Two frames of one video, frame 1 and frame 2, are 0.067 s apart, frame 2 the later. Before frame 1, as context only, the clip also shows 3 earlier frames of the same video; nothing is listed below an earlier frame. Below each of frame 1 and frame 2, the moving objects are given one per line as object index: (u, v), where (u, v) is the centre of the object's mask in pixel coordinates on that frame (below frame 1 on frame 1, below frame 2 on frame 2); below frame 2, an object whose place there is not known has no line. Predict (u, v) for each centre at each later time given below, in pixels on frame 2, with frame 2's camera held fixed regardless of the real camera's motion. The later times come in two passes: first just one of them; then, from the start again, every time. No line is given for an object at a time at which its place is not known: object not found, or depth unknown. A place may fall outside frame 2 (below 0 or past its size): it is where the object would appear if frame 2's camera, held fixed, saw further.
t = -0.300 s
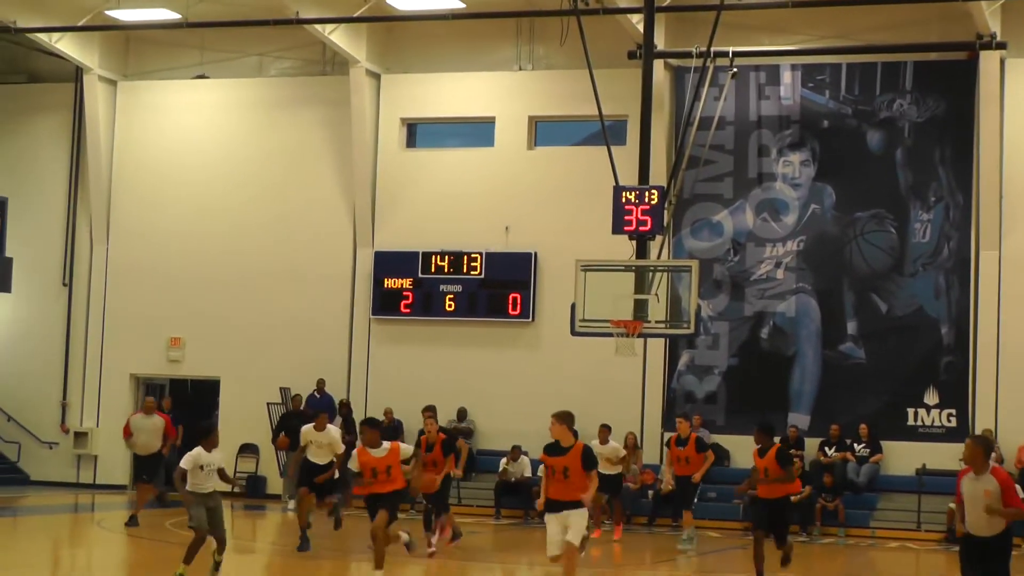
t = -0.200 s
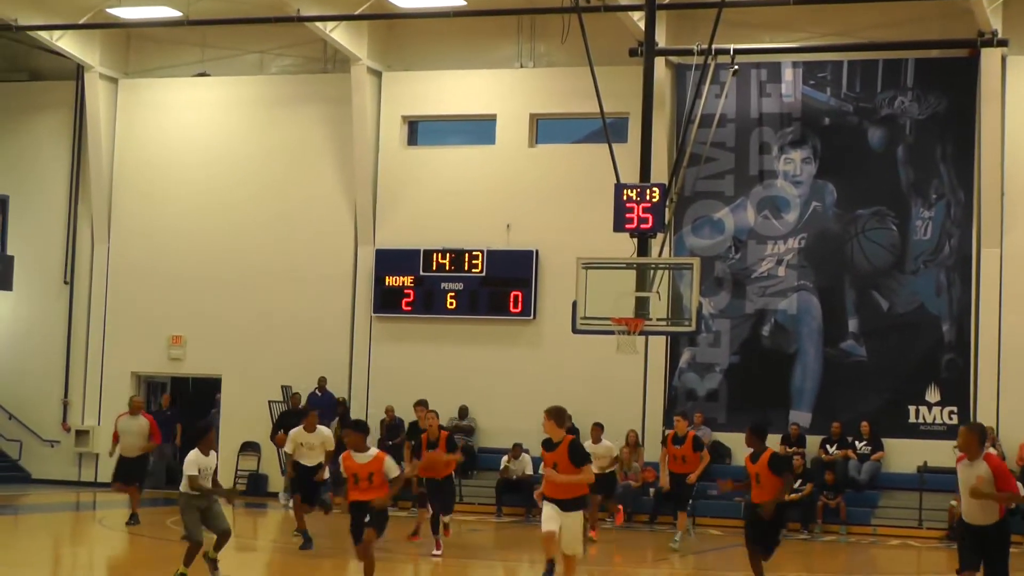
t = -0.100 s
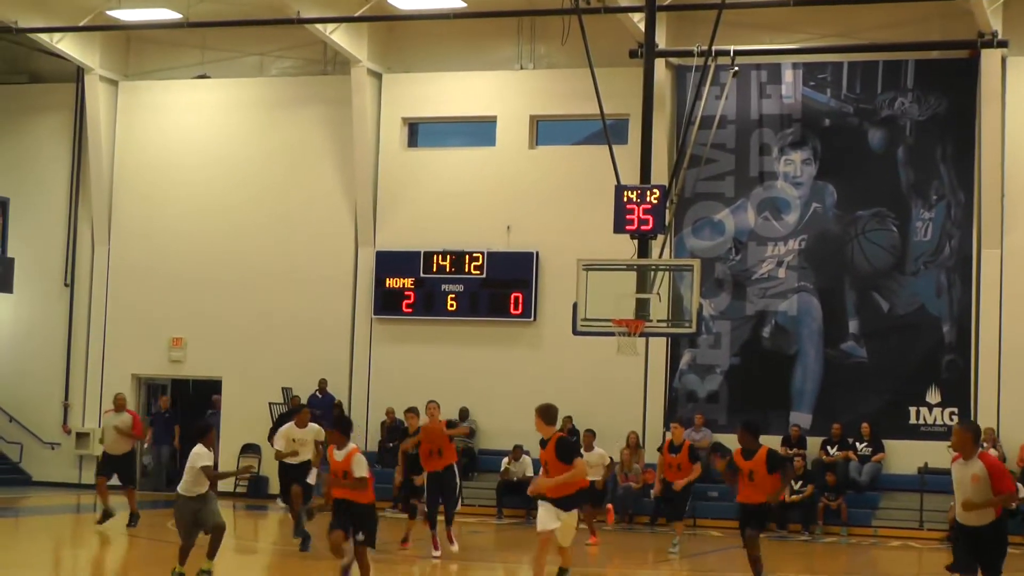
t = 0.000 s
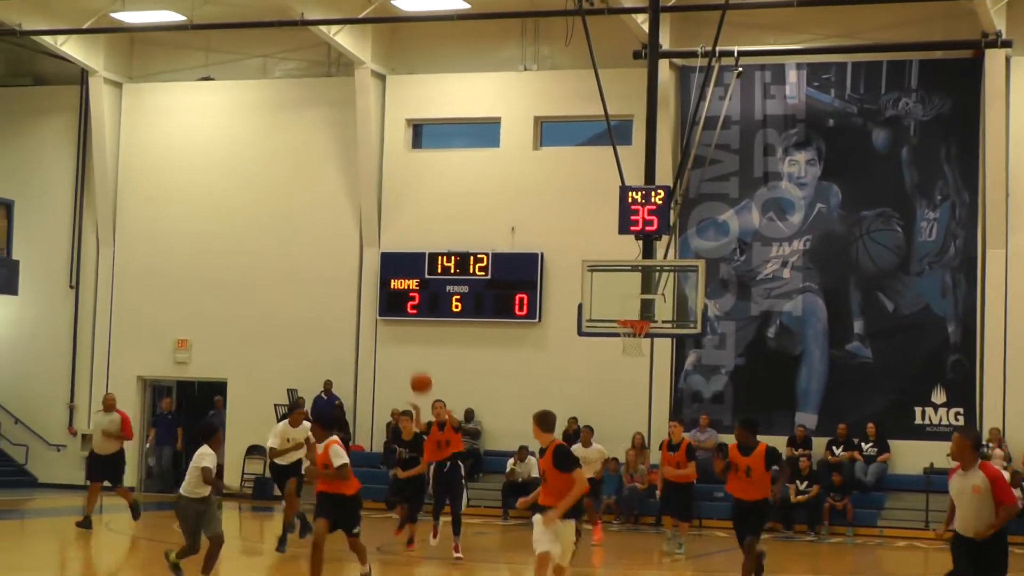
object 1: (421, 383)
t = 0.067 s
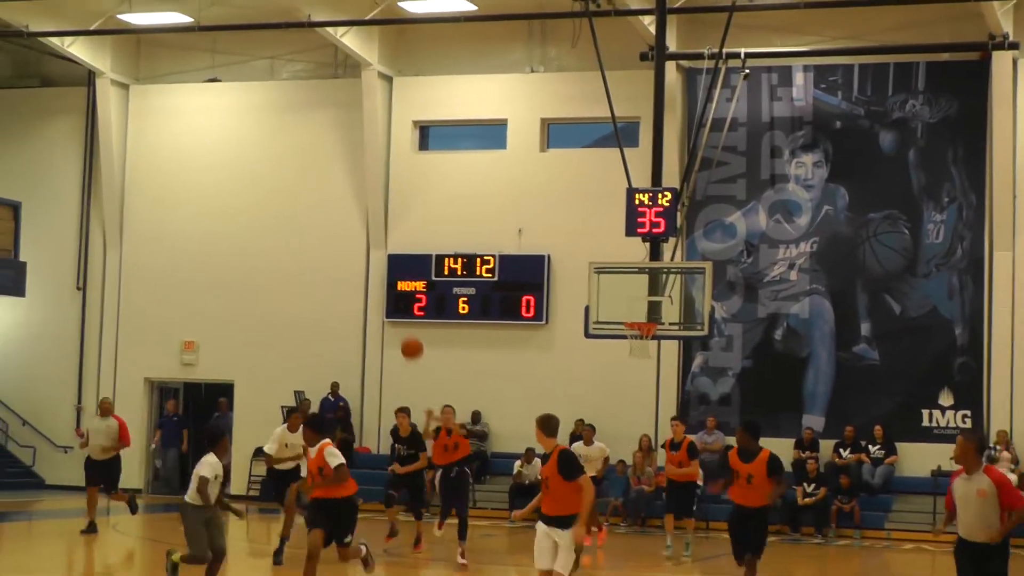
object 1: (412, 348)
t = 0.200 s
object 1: (375, 281)
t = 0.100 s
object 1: (403, 331)
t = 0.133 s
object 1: (394, 313)
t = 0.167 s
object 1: (386, 297)
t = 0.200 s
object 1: (375, 281)
